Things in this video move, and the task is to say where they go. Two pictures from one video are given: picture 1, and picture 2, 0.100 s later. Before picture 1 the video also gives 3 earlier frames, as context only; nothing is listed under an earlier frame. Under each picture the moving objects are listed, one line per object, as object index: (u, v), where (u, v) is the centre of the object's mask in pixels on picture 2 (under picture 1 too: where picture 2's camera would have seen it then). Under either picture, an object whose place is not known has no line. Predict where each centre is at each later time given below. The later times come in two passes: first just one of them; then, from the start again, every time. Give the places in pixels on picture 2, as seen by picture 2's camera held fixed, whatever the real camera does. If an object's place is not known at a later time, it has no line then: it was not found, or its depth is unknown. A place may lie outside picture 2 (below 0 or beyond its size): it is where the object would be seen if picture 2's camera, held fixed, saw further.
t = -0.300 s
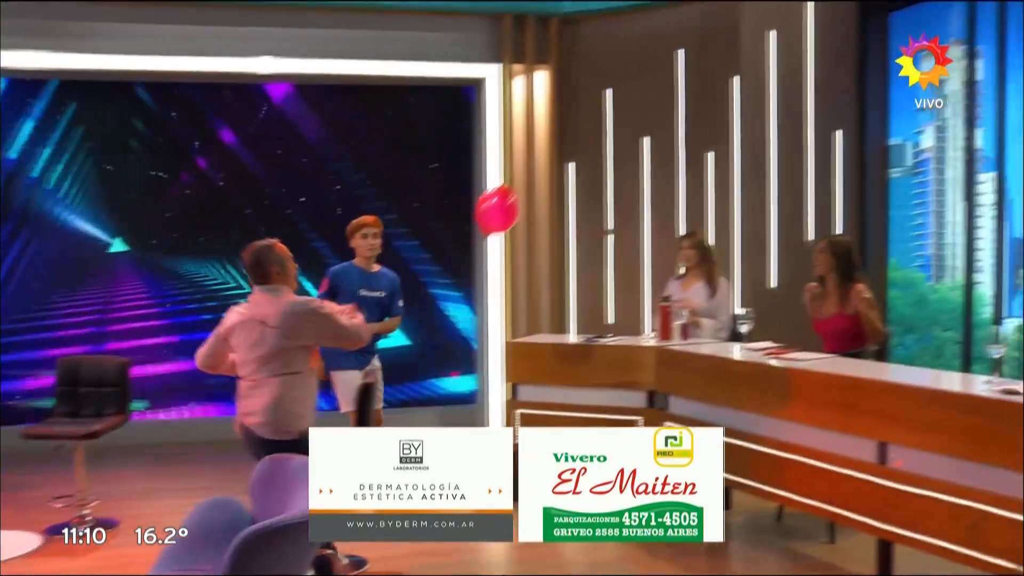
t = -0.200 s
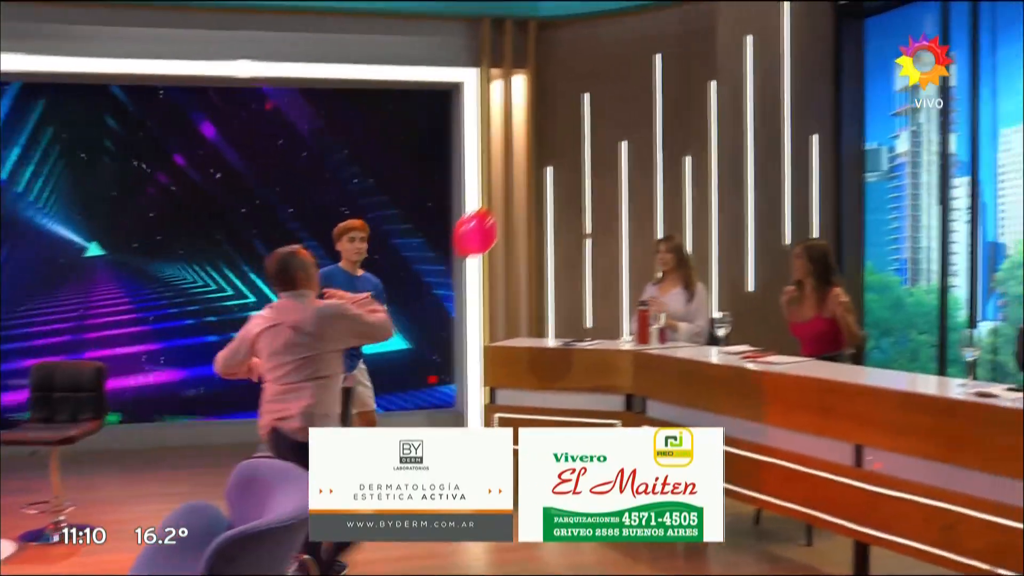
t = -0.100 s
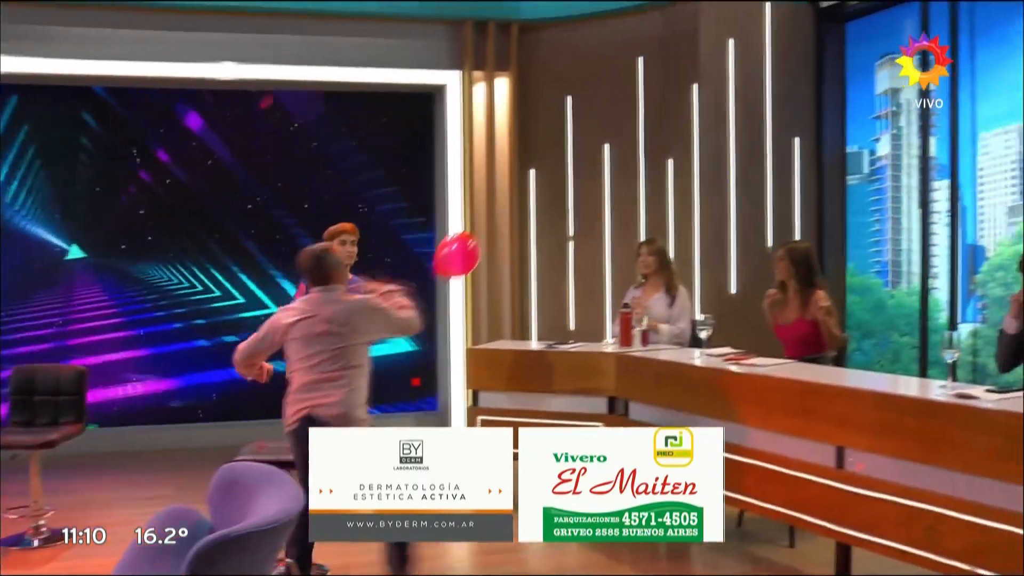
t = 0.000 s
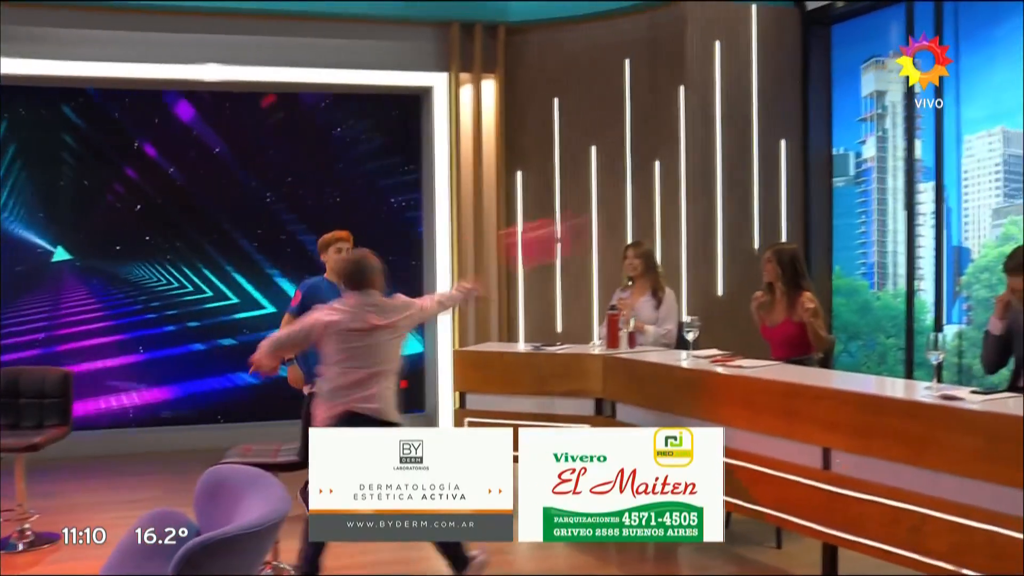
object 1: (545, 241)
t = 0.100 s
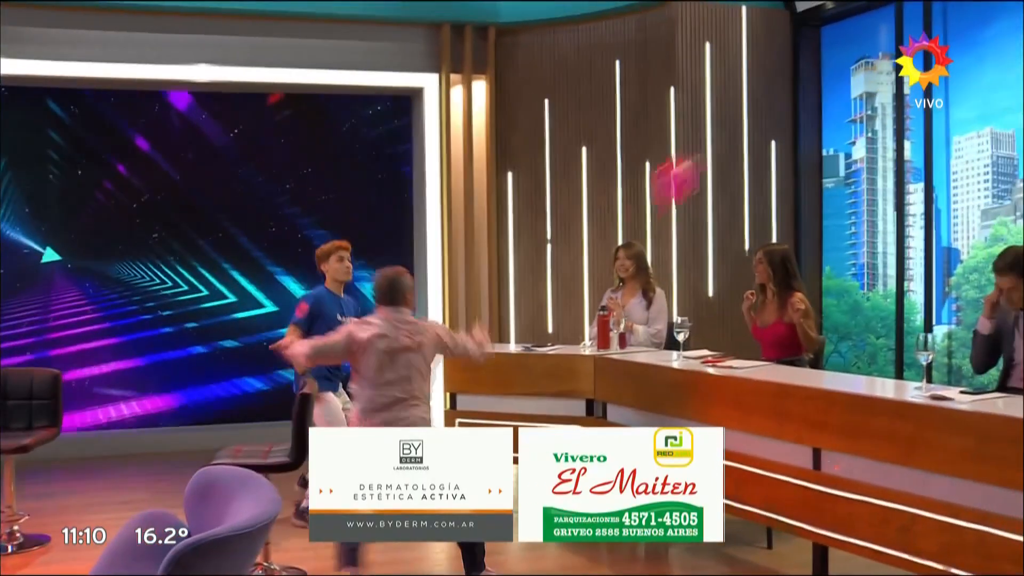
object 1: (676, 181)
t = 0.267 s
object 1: (737, 120)
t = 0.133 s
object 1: (700, 163)
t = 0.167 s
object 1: (715, 147)
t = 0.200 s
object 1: (724, 138)
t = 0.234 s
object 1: (732, 127)
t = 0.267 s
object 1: (737, 120)
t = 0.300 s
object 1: (742, 115)
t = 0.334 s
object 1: (747, 110)
